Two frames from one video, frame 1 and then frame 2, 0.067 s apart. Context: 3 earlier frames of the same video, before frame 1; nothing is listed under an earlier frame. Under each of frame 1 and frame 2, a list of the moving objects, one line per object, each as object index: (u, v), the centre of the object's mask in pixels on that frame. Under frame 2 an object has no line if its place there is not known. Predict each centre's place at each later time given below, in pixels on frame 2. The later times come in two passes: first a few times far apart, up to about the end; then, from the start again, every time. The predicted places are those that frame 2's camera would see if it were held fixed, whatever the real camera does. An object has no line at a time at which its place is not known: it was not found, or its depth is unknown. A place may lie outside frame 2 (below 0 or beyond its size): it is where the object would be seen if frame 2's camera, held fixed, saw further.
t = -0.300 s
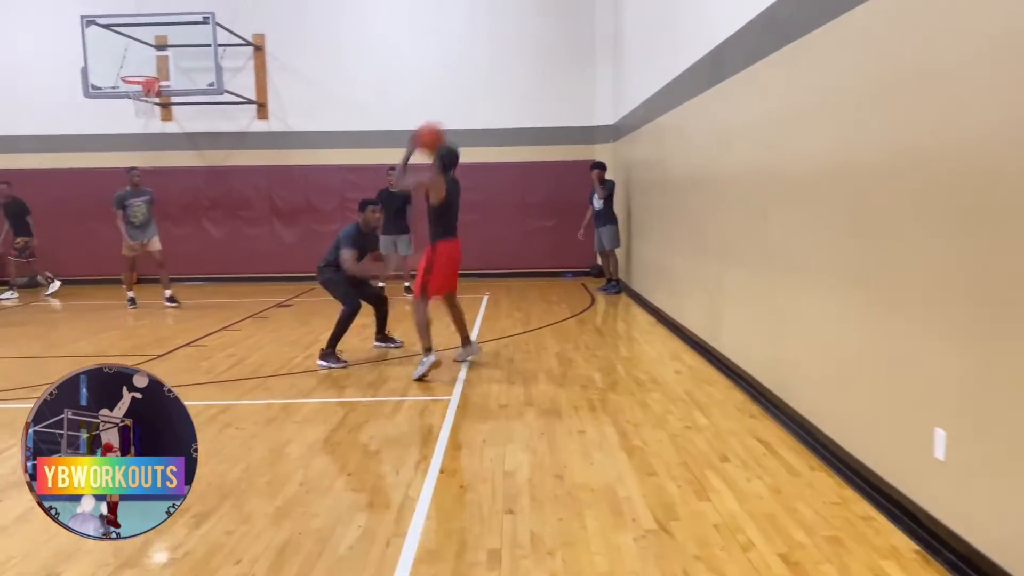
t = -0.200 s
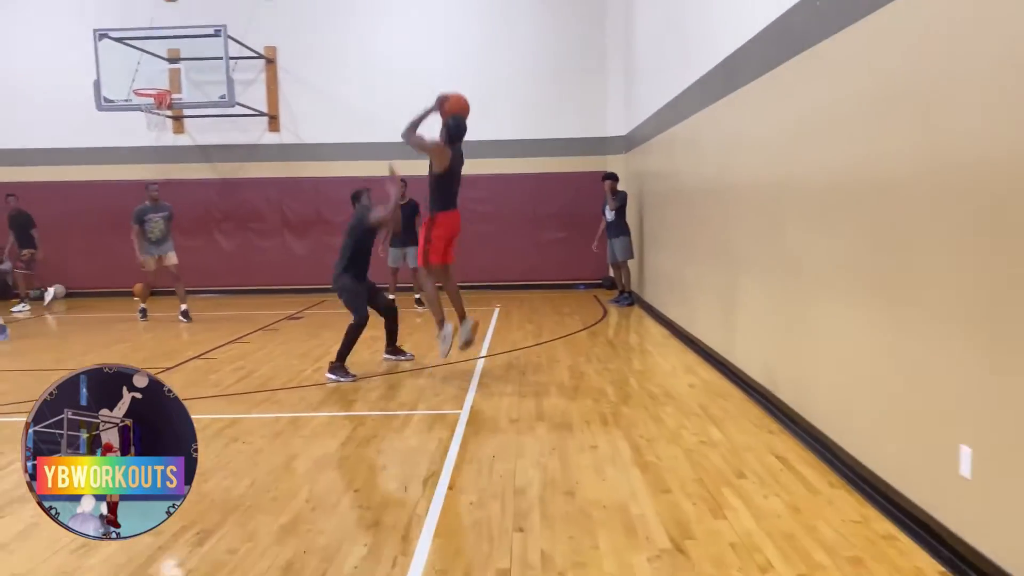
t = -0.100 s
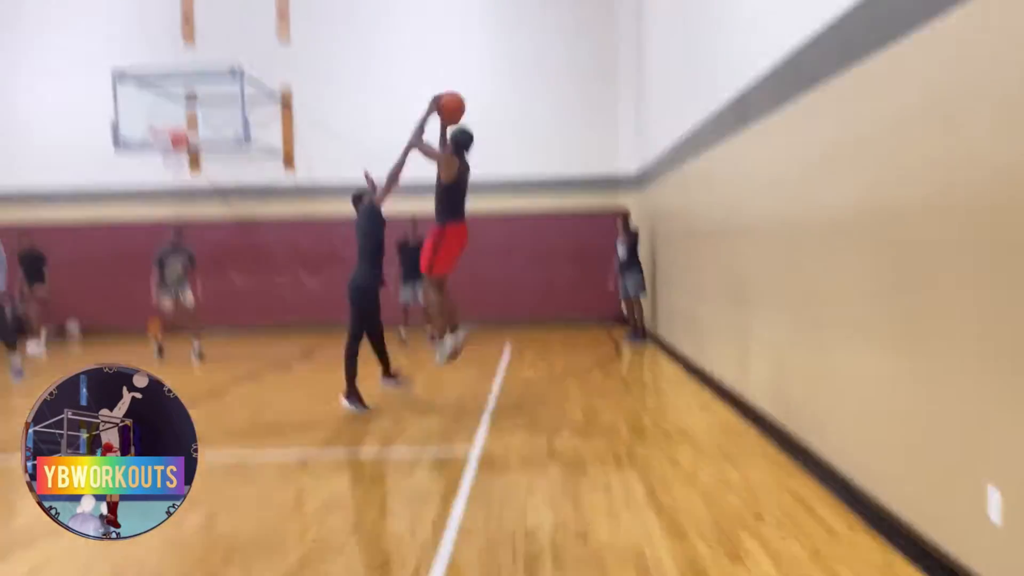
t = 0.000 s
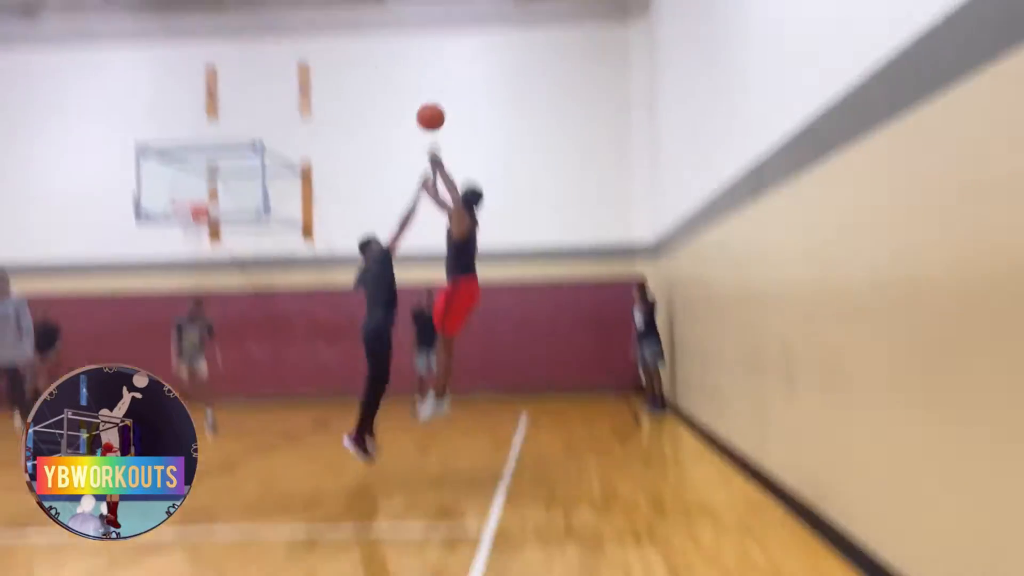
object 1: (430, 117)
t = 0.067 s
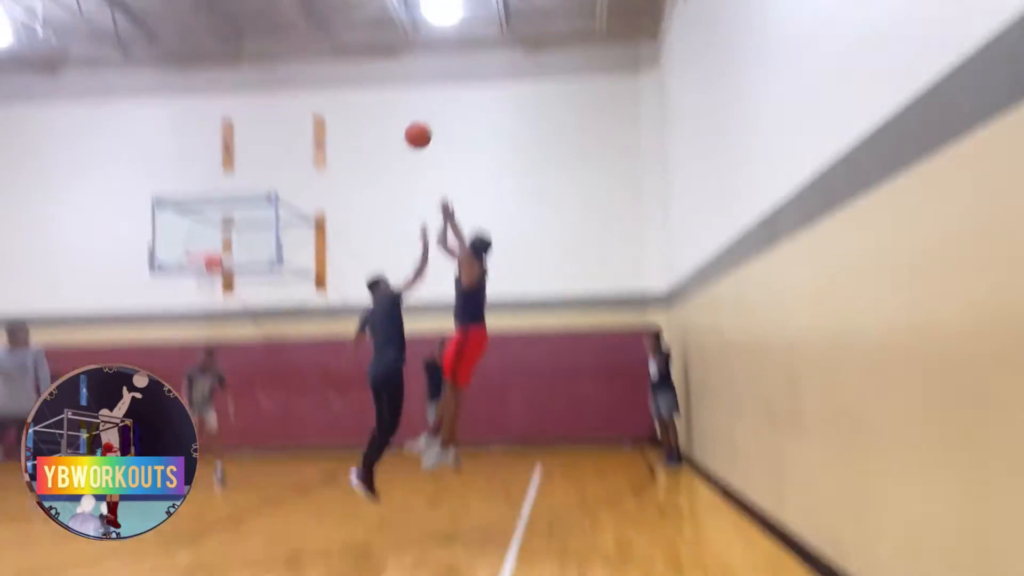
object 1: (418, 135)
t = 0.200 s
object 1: (374, 93)
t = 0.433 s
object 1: (312, 69)
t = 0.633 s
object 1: (271, 87)
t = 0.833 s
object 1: (237, 133)
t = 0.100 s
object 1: (406, 122)
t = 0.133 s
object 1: (394, 111)
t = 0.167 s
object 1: (384, 101)
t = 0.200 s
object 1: (374, 93)
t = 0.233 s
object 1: (364, 86)
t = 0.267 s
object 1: (354, 80)
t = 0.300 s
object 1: (345, 75)
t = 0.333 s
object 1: (336, 73)
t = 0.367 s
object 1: (328, 70)
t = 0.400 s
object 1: (320, 69)
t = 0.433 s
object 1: (312, 69)
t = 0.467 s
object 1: (304, 69)
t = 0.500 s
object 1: (297, 71)
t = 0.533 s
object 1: (290, 74)
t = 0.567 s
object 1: (283, 77)
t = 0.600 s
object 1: (277, 81)
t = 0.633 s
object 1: (271, 87)
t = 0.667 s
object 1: (264, 93)
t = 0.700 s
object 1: (259, 100)
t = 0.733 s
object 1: (252, 107)
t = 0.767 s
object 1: (247, 115)
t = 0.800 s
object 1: (243, 124)
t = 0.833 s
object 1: (237, 133)
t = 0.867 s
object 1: (231, 143)
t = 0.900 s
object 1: (227, 153)
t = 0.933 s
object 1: (222, 164)
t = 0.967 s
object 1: (218, 176)
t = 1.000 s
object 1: (215, 188)
